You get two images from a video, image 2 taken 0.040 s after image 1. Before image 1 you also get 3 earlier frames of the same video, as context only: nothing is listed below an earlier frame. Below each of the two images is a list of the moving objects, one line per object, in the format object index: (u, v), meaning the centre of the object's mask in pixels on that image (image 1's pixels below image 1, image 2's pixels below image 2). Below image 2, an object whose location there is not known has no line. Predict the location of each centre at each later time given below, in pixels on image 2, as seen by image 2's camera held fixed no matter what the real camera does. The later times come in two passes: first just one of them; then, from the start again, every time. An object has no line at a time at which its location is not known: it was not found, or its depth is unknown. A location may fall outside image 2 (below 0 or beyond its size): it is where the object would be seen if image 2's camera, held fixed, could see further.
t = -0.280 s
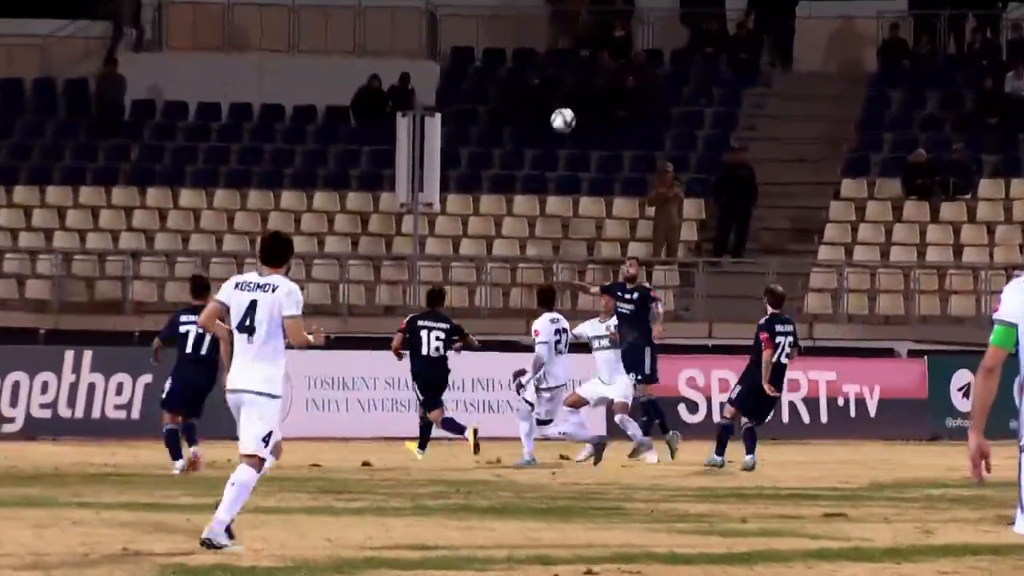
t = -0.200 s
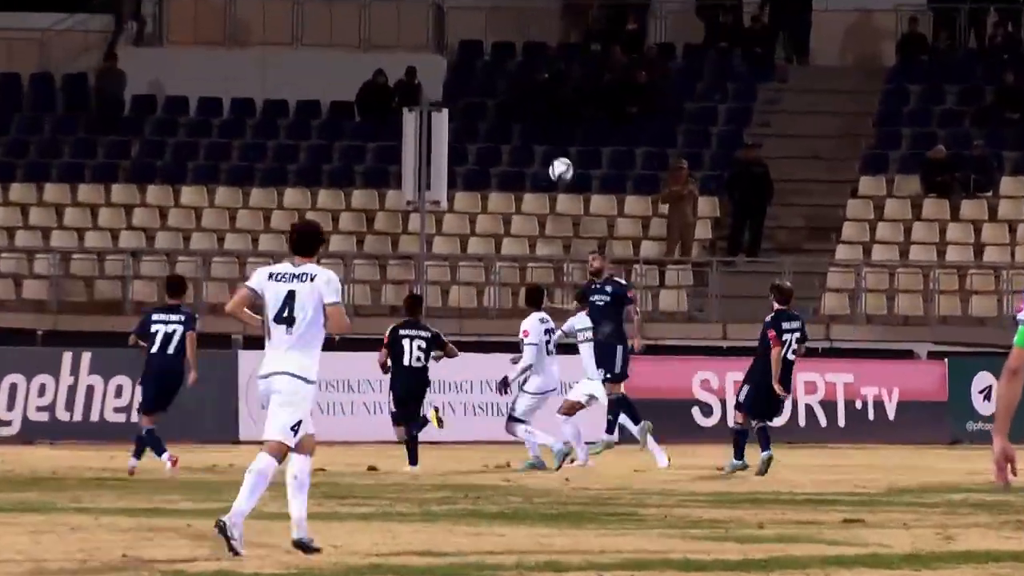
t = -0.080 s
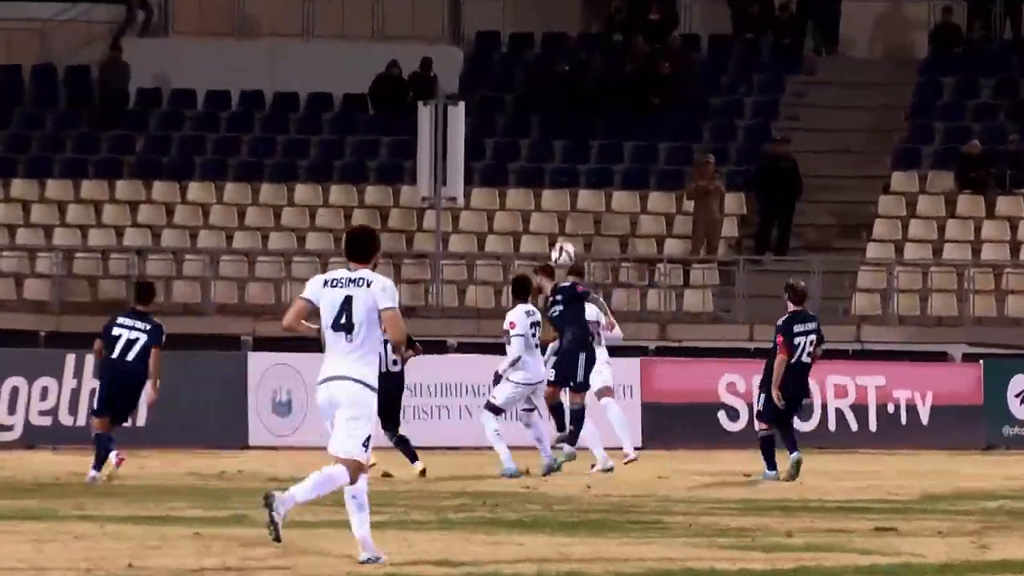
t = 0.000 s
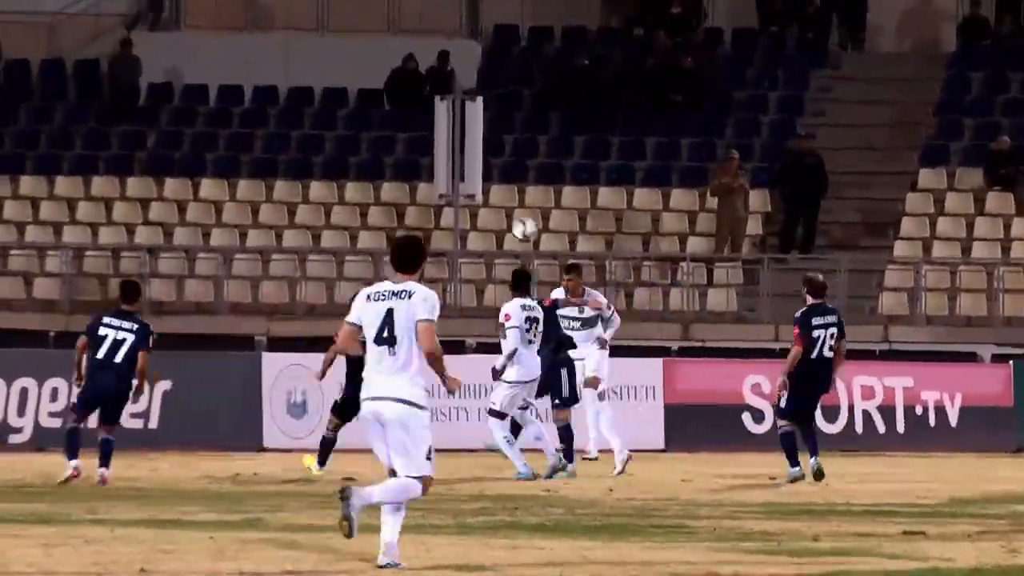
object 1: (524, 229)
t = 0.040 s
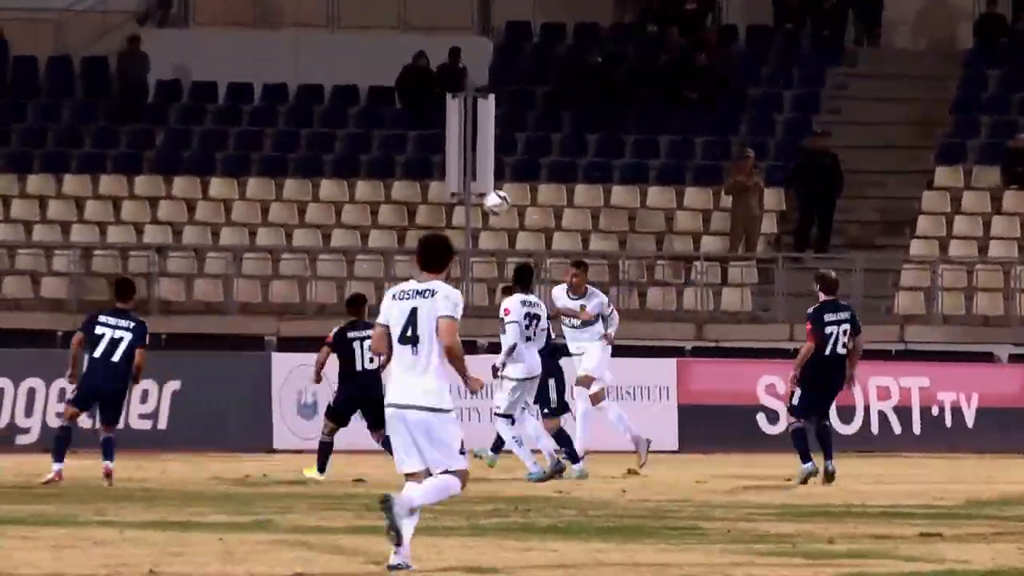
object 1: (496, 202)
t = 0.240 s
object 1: (291, 89)
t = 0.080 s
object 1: (457, 178)
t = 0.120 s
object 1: (417, 156)
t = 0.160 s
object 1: (377, 134)
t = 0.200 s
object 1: (336, 114)
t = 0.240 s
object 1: (291, 89)
